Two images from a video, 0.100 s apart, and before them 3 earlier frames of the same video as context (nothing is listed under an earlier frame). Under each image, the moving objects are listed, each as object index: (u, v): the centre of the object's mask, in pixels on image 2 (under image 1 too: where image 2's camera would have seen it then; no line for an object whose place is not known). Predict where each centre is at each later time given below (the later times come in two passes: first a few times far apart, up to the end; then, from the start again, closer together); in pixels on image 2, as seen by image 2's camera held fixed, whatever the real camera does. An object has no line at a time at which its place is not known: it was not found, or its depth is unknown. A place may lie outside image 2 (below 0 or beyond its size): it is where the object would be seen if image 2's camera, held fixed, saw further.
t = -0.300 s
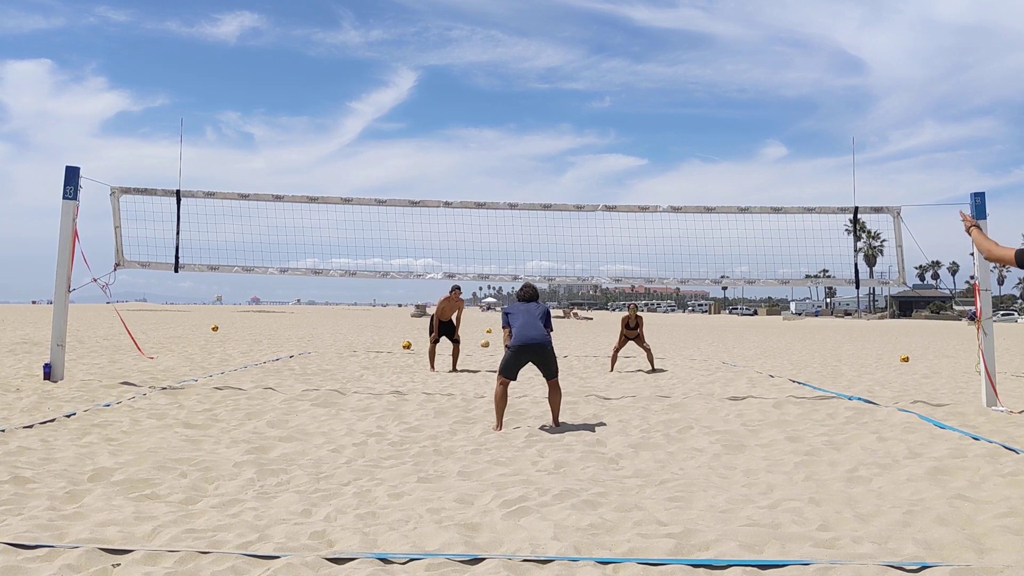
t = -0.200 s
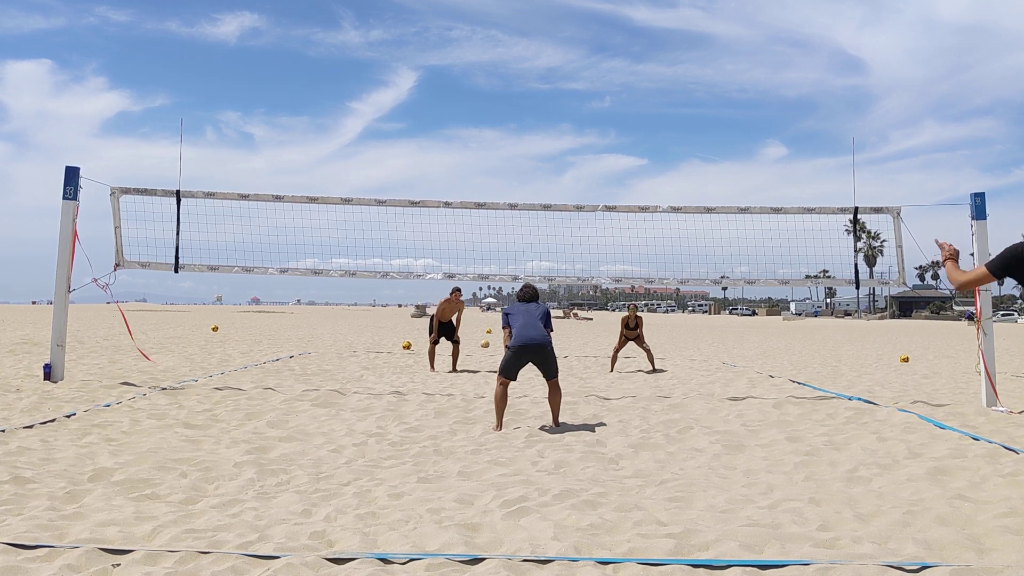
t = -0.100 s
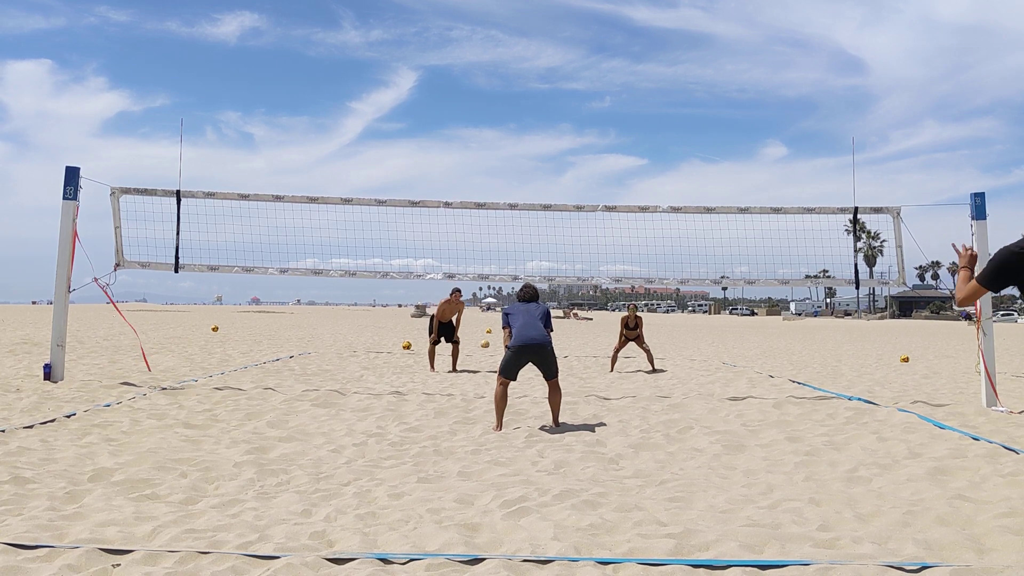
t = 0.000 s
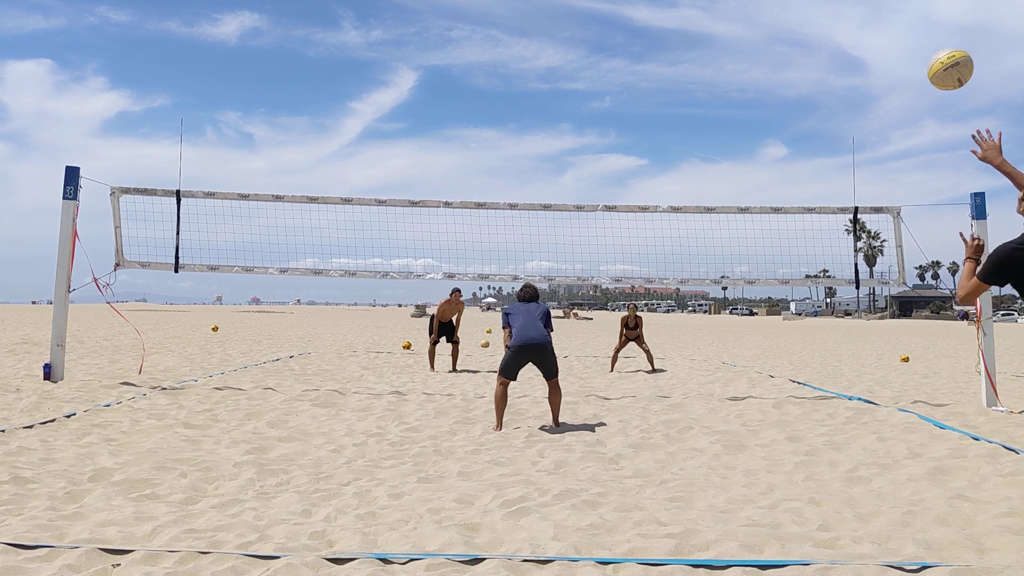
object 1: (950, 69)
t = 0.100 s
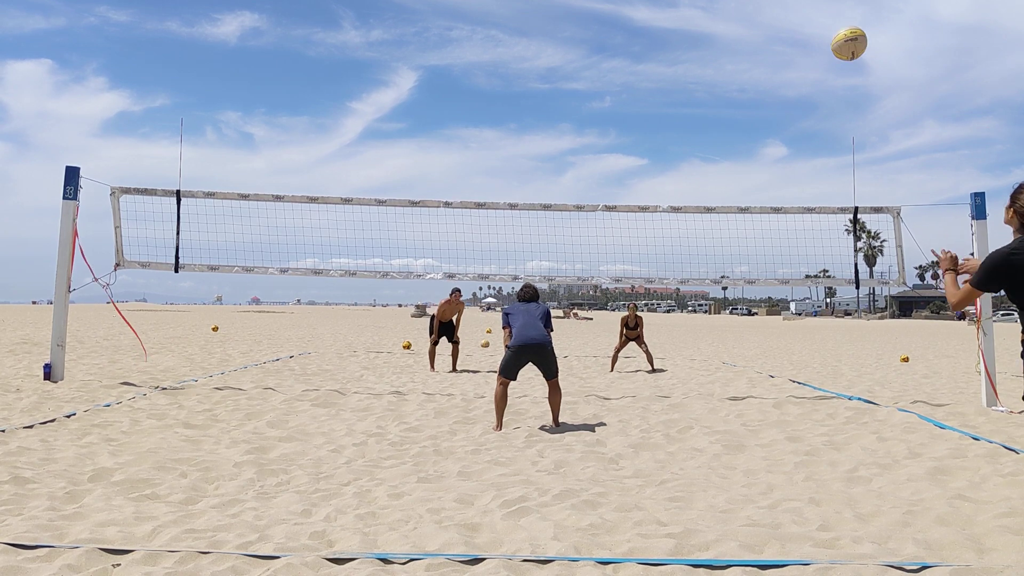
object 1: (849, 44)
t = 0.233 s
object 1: (766, 37)
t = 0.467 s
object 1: (685, 73)
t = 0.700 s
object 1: (641, 138)
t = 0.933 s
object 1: (614, 217)
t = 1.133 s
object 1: (597, 299)
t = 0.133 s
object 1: (824, 40)
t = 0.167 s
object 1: (803, 37)
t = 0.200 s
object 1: (783, 37)
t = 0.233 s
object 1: (766, 37)
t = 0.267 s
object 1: (751, 39)
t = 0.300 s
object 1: (738, 43)
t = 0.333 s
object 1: (725, 47)
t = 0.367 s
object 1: (714, 52)
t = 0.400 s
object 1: (703, 59)
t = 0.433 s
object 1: (694, 66)
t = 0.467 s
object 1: (685, 73)
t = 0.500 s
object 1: (677, 81)
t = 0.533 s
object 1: (670, 90)
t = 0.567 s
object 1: (663, 99)
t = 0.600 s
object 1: (656, 108)
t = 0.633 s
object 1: (651, 118)
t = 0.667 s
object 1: (645, 128)
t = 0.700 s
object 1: (641, 138)
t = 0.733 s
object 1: (636, 149)
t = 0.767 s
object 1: (632, 159)
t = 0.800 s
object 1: (628, 170)
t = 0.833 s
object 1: (624, 181)
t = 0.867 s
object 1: (620, 192)
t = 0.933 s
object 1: (614, 217)
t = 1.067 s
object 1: (601, 273)
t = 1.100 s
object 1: (599, 289)
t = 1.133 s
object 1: (597, 299)
